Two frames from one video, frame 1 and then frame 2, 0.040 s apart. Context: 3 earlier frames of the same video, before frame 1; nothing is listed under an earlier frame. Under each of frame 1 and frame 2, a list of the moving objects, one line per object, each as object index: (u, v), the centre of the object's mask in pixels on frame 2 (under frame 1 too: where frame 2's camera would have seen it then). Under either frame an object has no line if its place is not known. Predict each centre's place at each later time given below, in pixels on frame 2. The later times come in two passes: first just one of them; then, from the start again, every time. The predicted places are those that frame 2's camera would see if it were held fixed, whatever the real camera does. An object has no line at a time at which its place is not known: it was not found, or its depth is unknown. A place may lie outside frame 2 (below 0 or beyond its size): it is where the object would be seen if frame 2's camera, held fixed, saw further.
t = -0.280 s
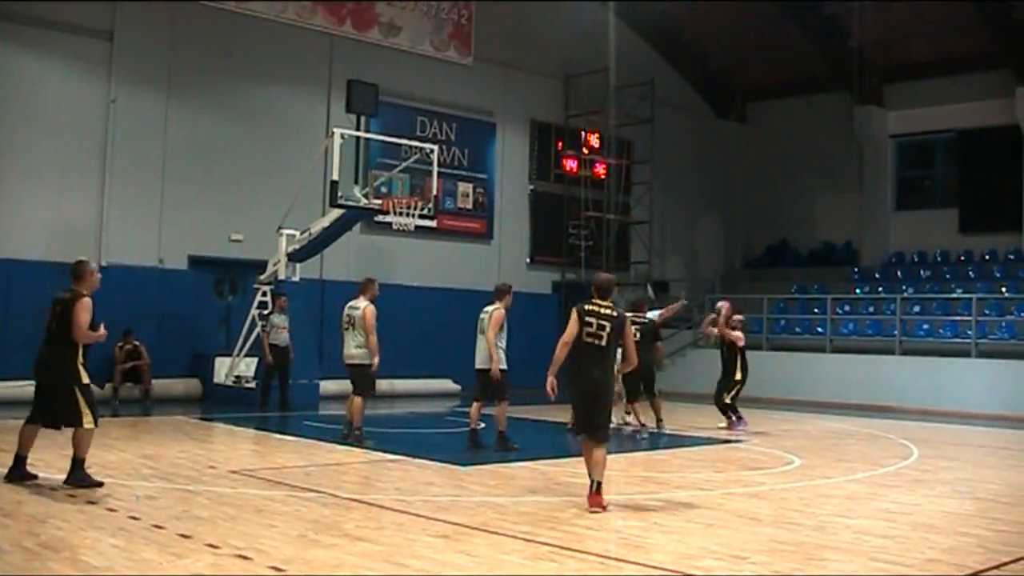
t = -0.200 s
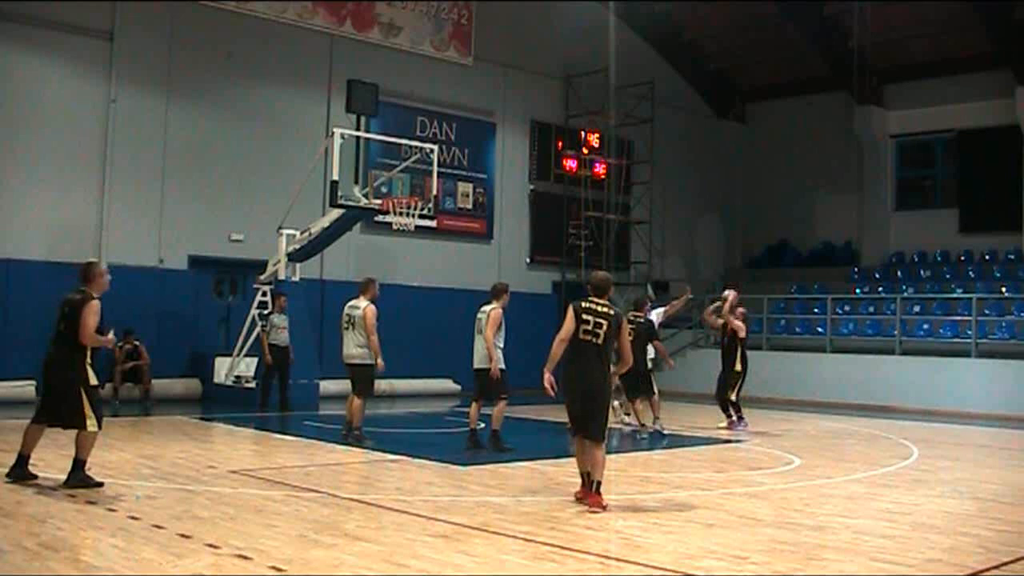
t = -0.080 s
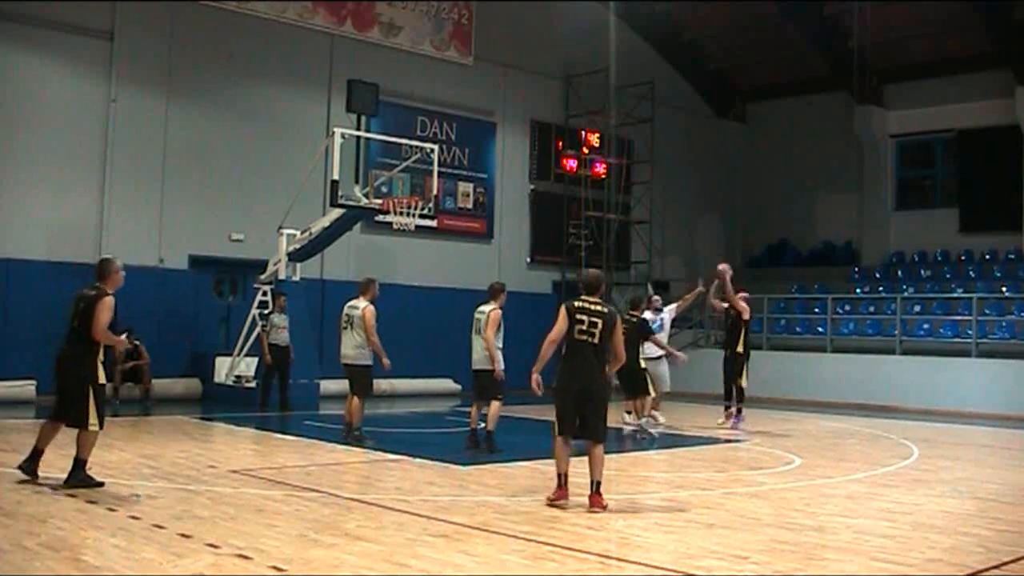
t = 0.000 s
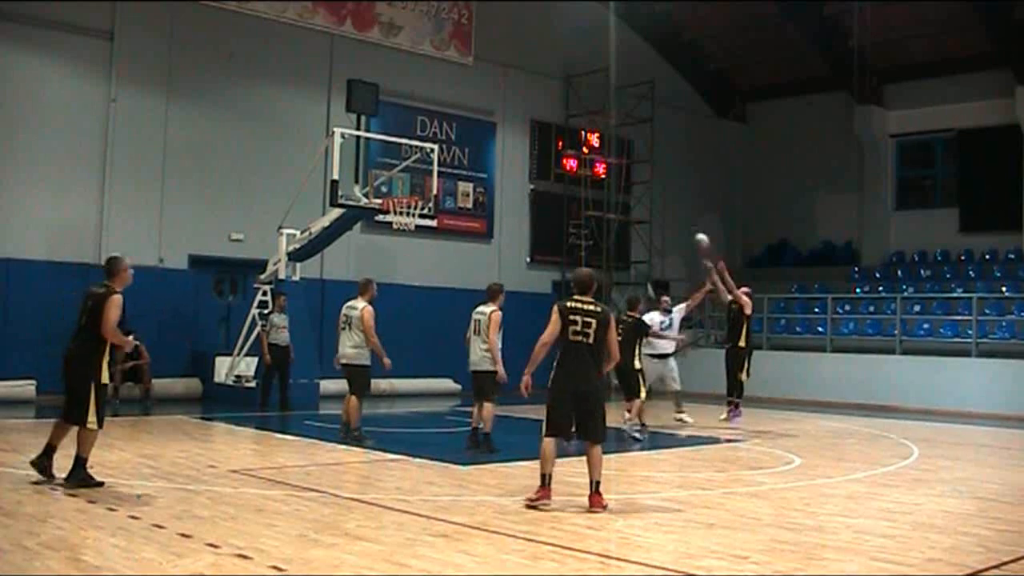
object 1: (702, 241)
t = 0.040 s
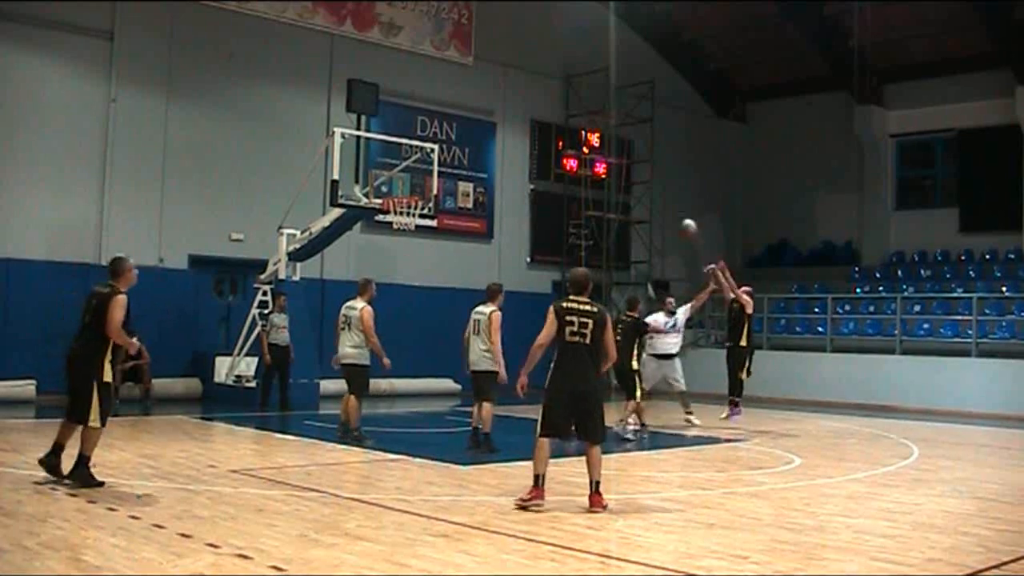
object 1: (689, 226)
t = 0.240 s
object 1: (623, 175)
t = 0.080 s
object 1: (675, 214)
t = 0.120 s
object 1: (663, 202)
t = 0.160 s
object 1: (649, 192)
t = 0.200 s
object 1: (635, 182)
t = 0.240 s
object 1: (623, 175)
